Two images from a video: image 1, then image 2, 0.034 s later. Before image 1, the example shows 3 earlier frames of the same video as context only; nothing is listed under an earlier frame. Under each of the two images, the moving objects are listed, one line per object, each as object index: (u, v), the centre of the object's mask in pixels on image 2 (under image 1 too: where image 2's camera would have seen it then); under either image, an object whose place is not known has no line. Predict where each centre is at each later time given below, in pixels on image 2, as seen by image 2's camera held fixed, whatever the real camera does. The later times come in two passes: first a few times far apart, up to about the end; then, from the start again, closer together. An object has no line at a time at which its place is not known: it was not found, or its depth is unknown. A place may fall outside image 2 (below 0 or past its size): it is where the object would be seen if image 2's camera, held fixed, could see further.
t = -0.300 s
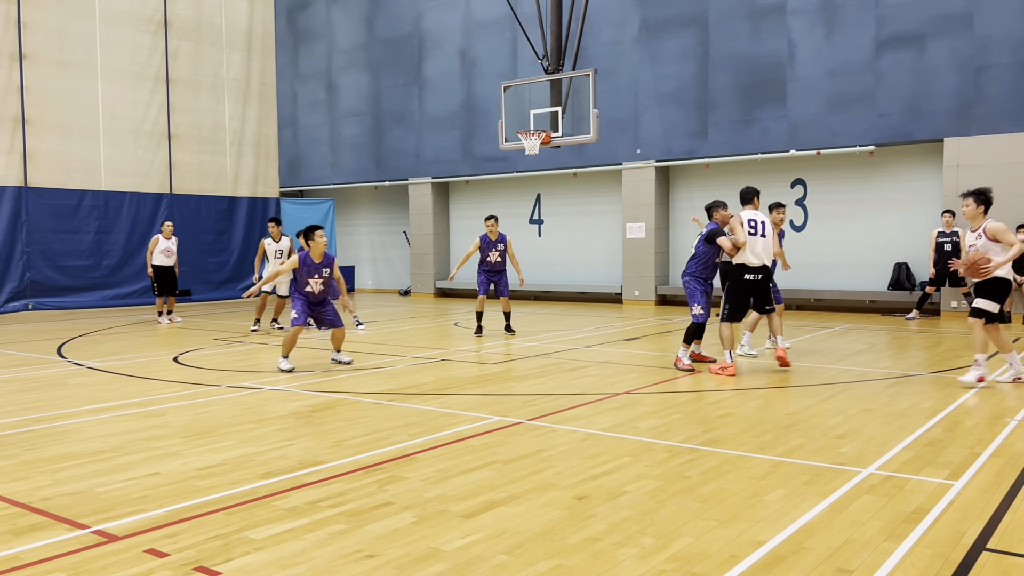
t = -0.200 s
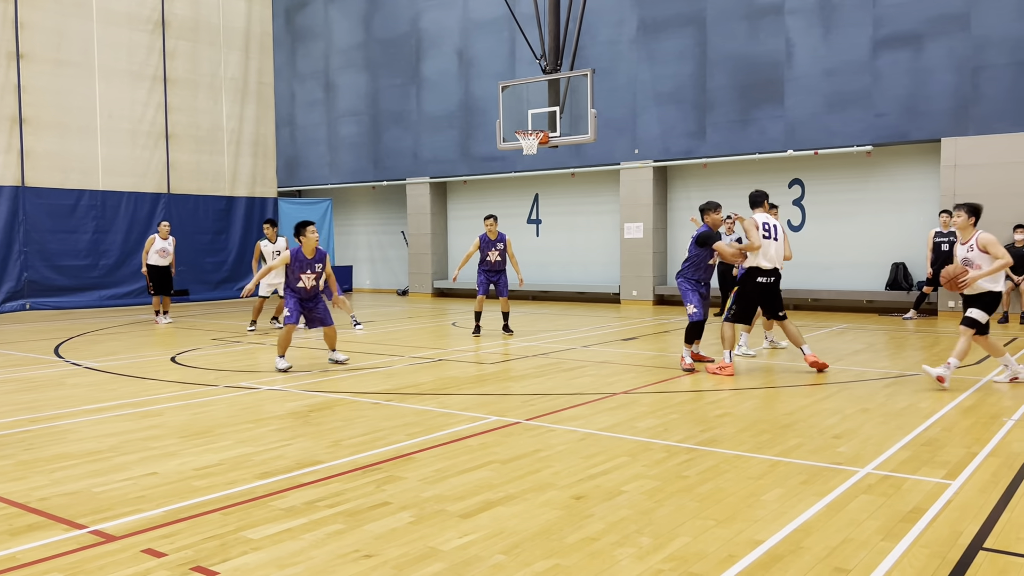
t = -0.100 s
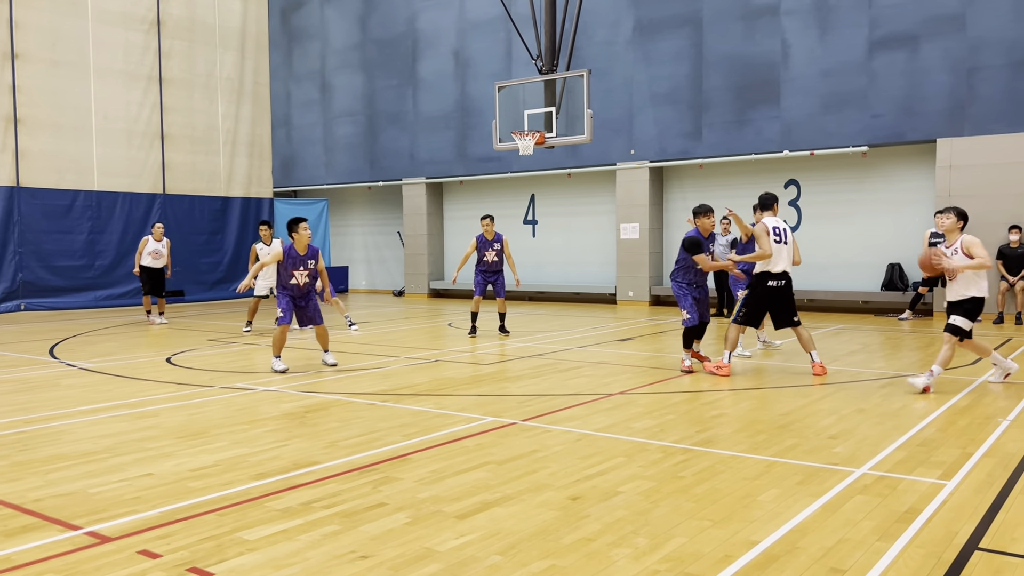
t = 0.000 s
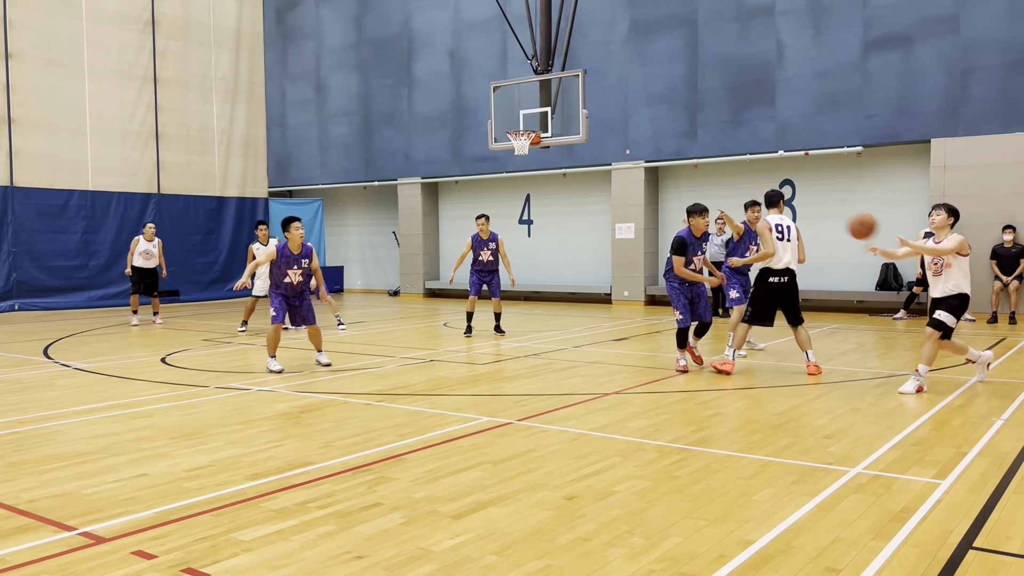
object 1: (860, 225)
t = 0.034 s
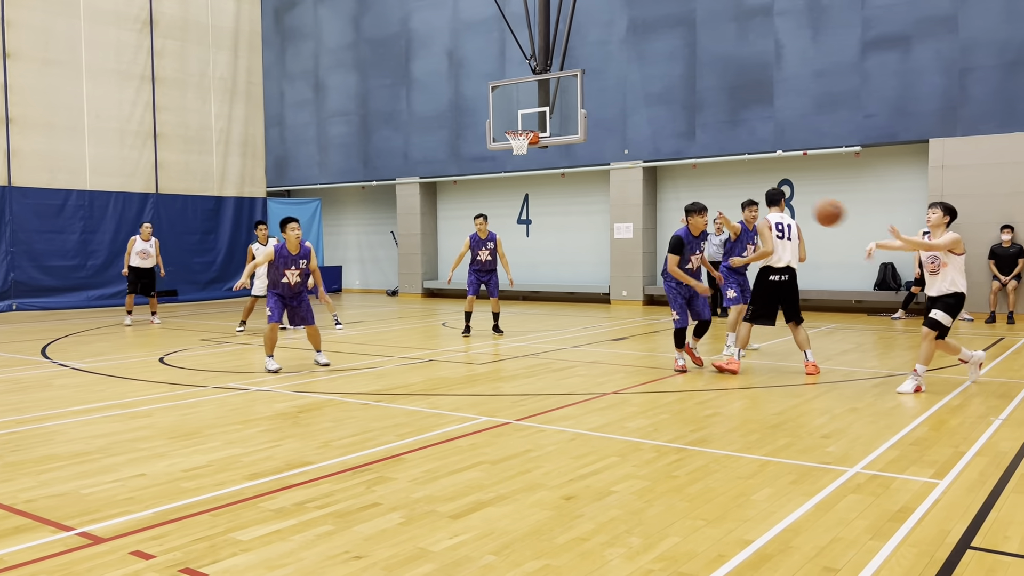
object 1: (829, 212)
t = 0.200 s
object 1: (655, 159)
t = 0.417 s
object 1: (391, 131)
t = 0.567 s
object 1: (172, 144)
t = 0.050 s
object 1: (812, 206)
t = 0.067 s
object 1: (795, 199)
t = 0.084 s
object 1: (779, 194)
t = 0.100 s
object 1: (762, 188)
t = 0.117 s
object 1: (744, 182)
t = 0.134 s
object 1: (727, 177)
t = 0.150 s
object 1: (709, 172)
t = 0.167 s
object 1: (692, 168)
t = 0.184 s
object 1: (674, 163)
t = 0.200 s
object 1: (655, 159)
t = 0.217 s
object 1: (636, 155)
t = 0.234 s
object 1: (618, 151)
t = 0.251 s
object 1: (599, 149)
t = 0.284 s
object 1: (561, 144)
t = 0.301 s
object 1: (541, 141)
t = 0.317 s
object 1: (521, 138)
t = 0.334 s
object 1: (498, 136)
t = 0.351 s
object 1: (477, 134)
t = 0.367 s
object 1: (456, 133)
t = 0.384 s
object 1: (436, 132)
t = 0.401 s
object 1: (413, 131)
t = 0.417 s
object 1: (391, 131)
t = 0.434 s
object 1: (368, 131)
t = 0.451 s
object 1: (345, 130)
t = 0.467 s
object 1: (321, 131)
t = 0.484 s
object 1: (298, 132)
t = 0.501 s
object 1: (274, 134)
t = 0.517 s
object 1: (249, 136)
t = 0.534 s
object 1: (223, 138)
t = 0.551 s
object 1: (197, 141)
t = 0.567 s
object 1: (172, 144)
